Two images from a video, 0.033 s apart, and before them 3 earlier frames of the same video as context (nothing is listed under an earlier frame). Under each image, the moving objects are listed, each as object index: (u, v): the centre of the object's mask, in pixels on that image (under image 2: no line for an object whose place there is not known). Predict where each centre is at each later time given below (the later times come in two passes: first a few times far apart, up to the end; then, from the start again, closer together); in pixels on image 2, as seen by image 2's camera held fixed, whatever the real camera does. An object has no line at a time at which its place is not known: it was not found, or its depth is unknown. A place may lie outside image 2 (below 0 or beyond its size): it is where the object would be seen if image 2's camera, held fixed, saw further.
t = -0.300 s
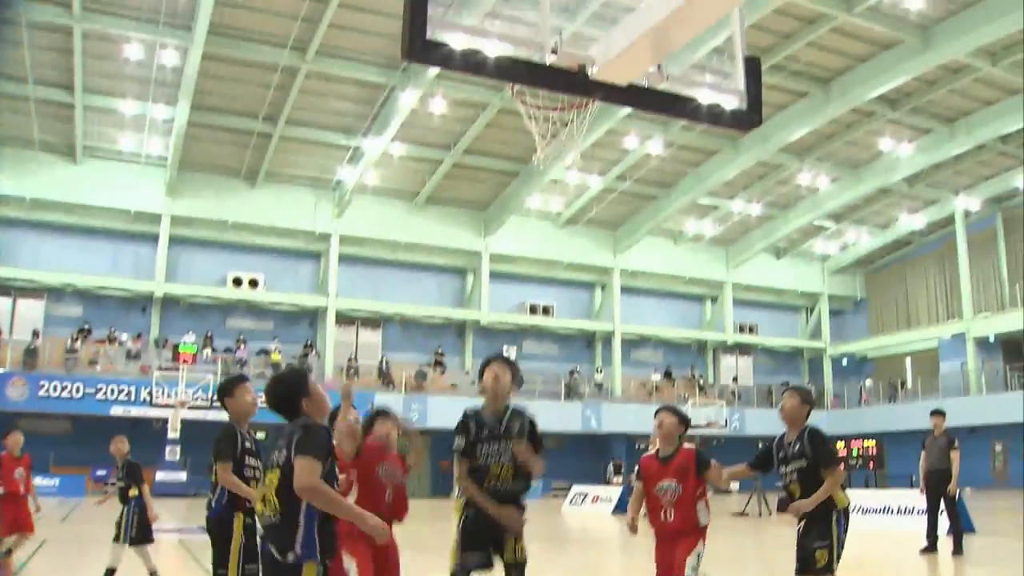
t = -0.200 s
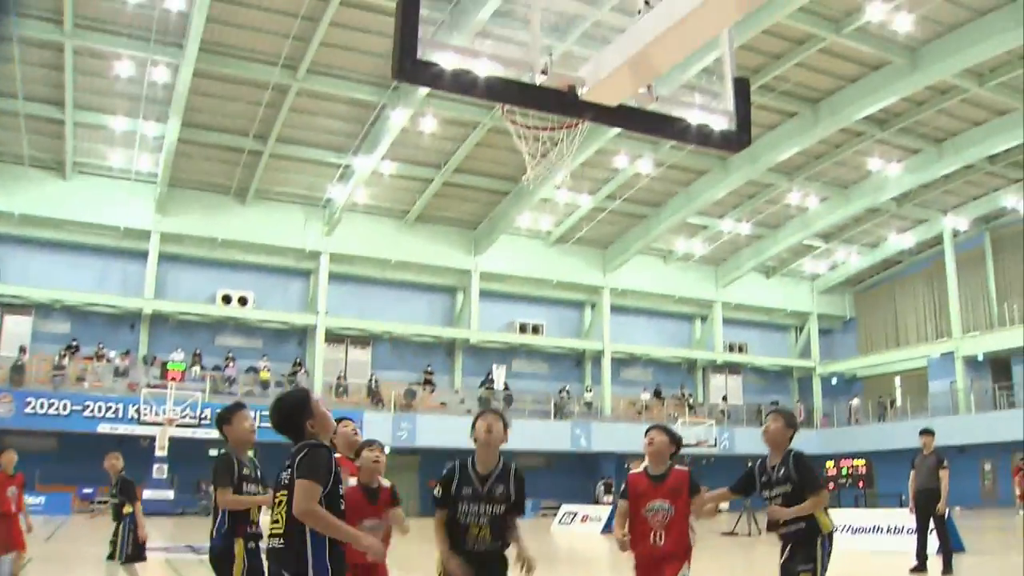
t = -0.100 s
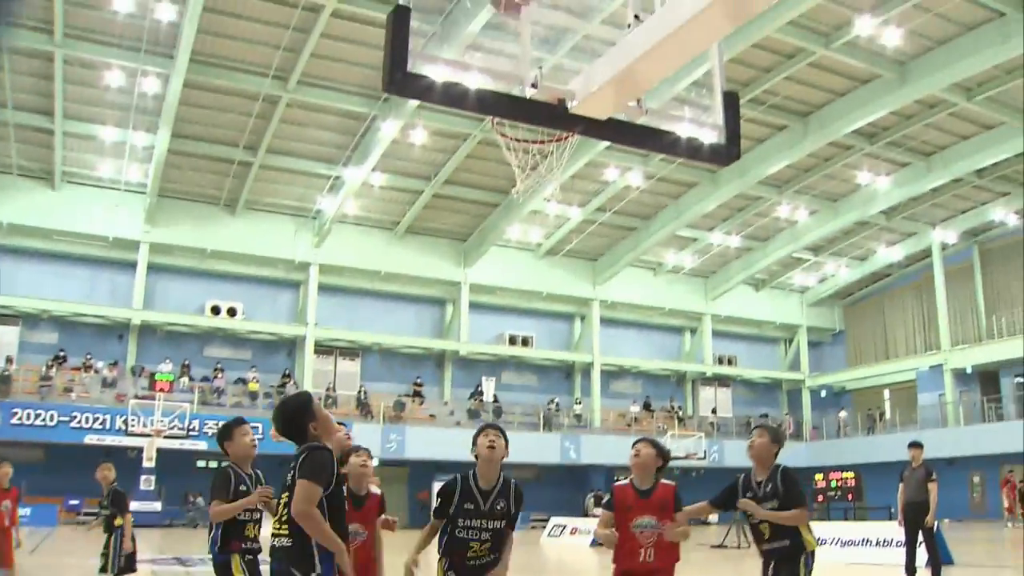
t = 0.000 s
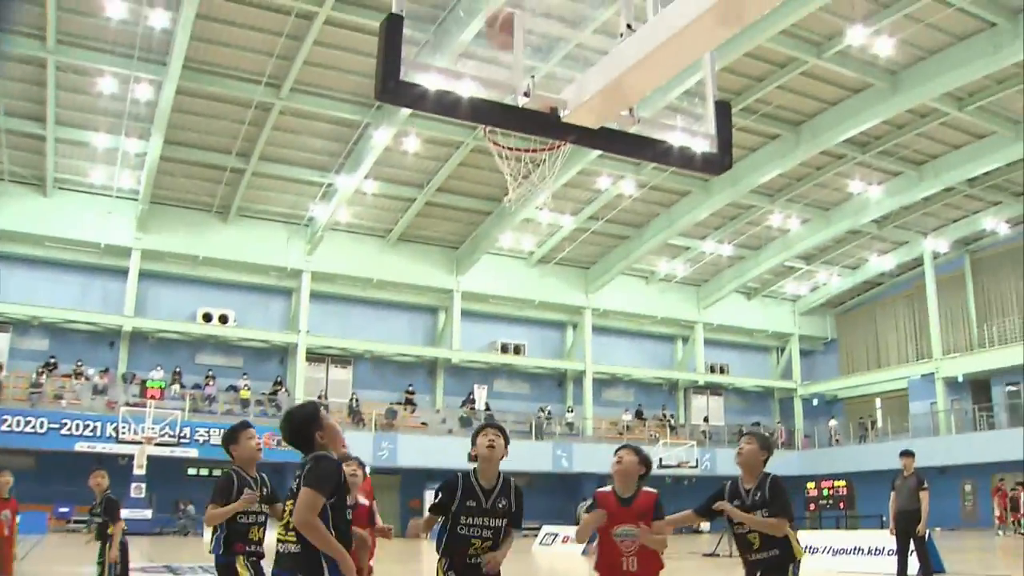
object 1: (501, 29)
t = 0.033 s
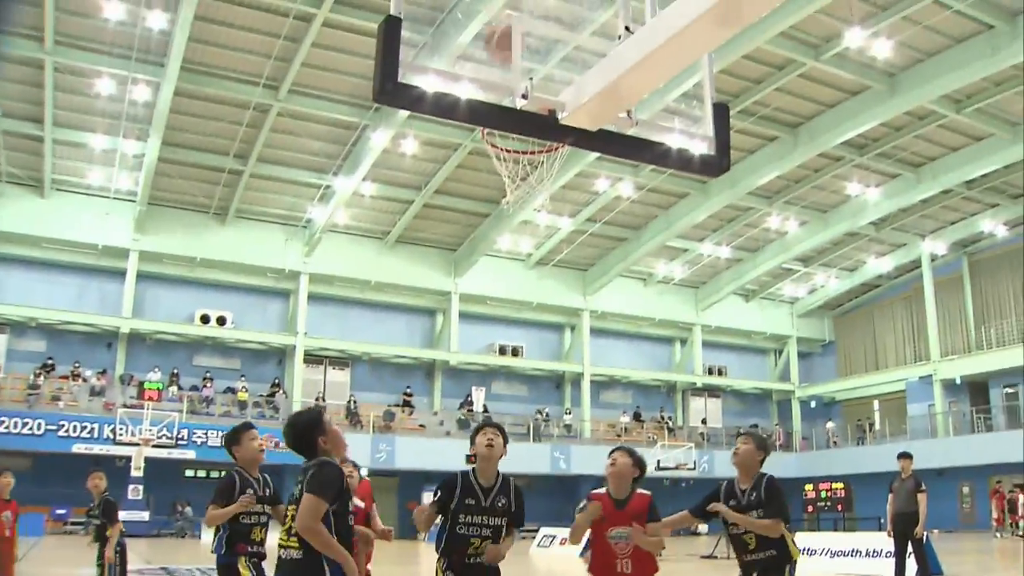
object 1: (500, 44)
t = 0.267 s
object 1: (527, 156)
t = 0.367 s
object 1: (555, 188)
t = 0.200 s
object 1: (503, 143)
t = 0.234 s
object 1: (515, 148)
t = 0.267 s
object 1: (527, 156)
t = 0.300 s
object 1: (539, 166)
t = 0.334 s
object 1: (549, 182)
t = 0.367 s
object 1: (555, 188)
